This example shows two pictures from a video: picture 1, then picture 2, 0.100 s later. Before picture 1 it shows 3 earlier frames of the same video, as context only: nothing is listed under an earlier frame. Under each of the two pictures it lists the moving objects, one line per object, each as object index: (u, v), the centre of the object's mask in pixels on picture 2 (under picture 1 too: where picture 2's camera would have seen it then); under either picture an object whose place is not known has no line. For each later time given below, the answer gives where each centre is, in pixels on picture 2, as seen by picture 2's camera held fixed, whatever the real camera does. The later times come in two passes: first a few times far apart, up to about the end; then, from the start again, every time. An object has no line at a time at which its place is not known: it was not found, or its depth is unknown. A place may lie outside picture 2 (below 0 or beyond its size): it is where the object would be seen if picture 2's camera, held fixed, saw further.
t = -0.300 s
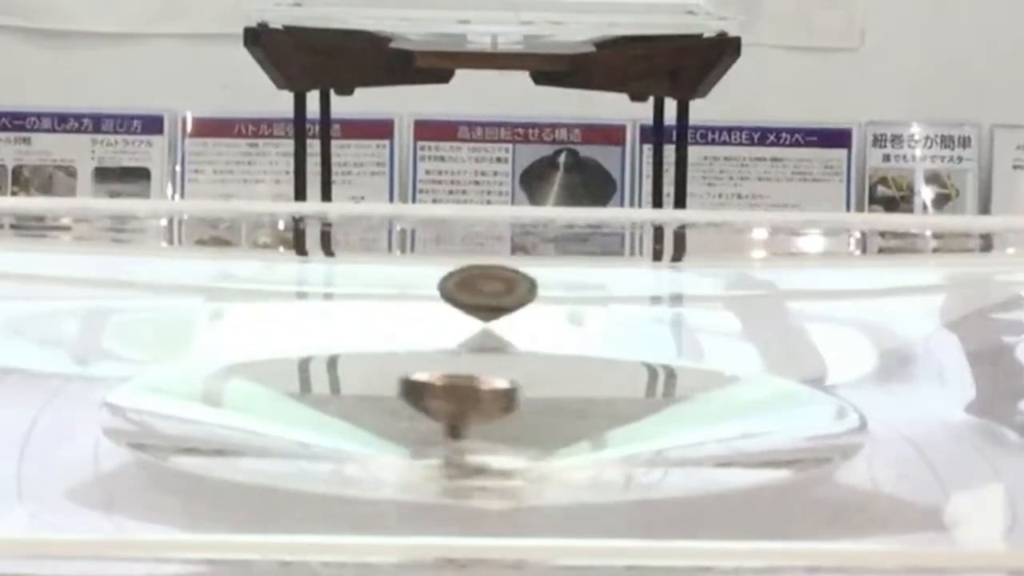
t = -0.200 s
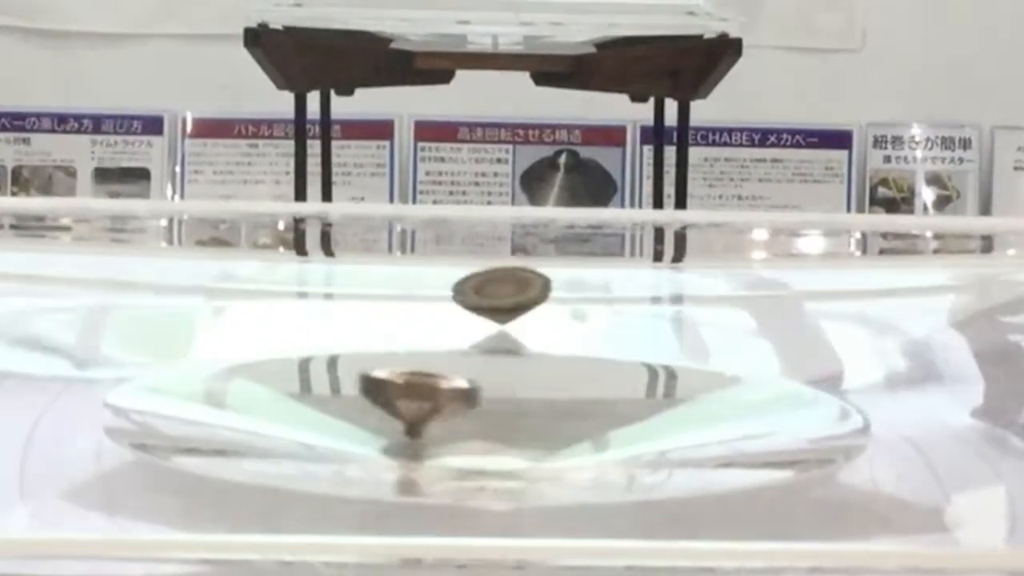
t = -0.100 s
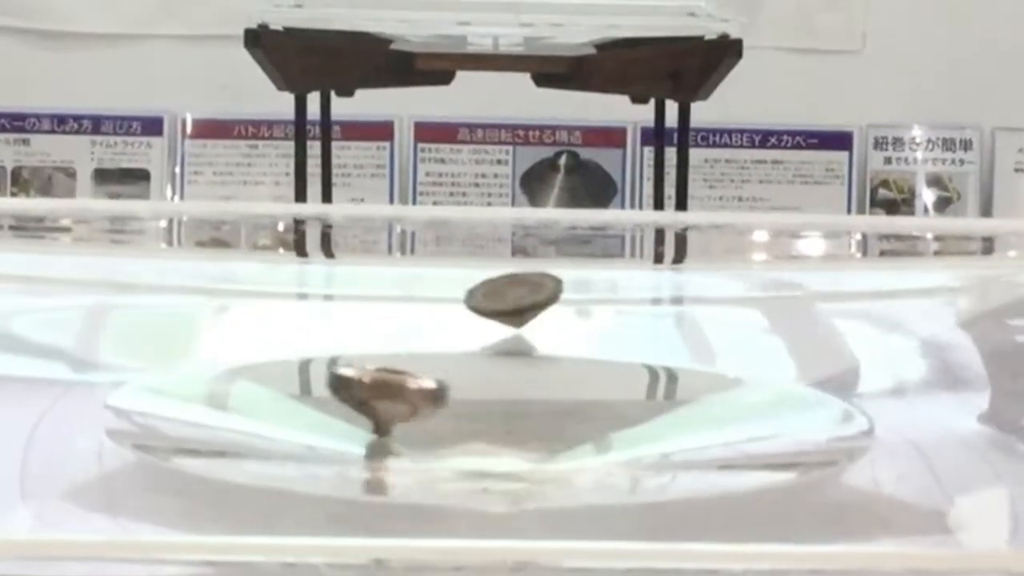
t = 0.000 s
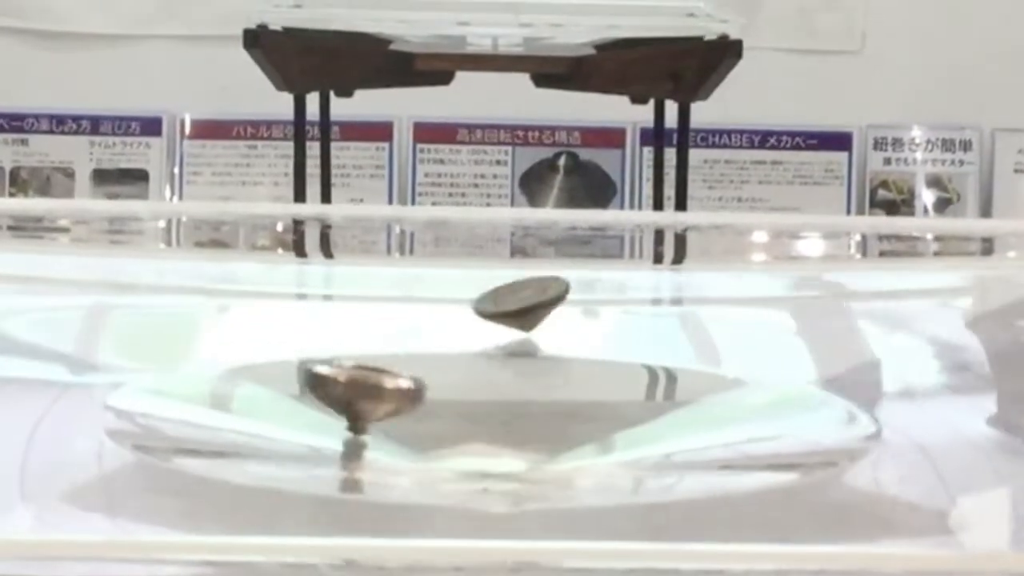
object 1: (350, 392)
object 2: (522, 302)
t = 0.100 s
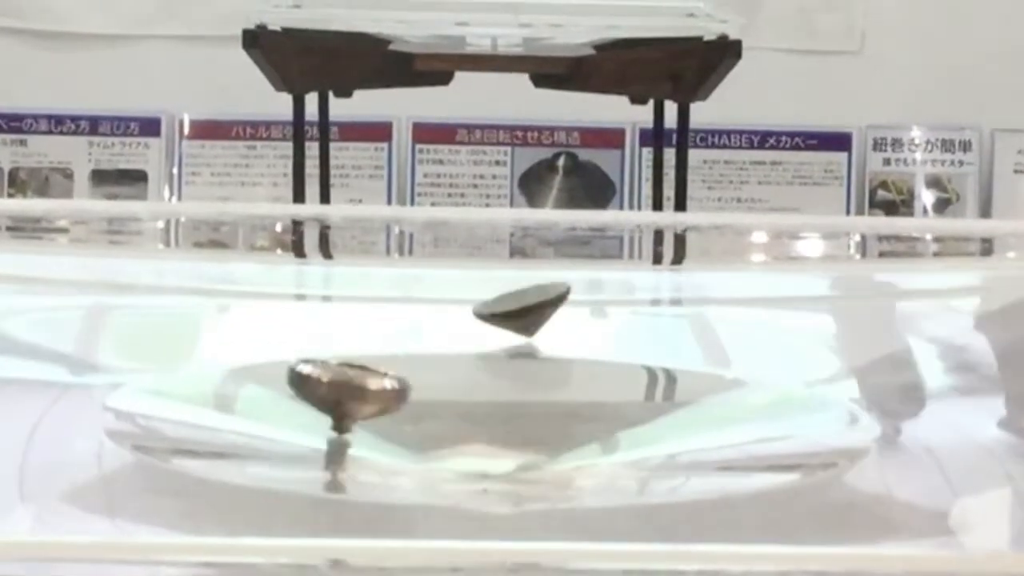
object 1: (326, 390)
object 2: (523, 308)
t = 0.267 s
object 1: (312, 388)
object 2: (516, 316)
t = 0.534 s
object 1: (324, 388)
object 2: (465, 321)
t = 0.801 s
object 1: (364, 401)
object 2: (388, 327)
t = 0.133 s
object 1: (321, 390)
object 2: (523, 309)
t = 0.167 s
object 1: (318, 389)
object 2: (522, 311)
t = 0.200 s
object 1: (316, 388)
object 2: (521, 313)
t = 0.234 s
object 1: (315, 388)
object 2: (518, 315)
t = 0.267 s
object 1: (312, 388)
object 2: (516, 316)
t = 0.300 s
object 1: (317, 387)
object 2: (512, 317)
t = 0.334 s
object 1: (311, 389)
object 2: (508, 318)
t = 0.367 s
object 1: (311, 388)
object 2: (502, 318)
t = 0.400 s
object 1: (319, 387)
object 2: (496, 319)
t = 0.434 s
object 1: (321, 386)
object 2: (489, 319)
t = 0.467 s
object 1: (321, 387)
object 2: (482, 320)
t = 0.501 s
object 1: (323, 387)
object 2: (474, 320)
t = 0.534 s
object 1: (324, 388)
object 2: (465, 321)
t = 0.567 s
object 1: (324, 388)
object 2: (454, 322)
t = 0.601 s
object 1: (327, 389)
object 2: (443, 323)
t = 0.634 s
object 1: (331, 390)
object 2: (432, 324)
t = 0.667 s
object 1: (336, 391)
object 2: (422, 325)
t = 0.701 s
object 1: (342, 393)
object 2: (412, 326)
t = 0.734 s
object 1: (350, 395)
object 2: (404, 326)
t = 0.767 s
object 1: (358, 399)
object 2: (396, 327)
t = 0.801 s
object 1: (364, 401)
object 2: (388, 327)
